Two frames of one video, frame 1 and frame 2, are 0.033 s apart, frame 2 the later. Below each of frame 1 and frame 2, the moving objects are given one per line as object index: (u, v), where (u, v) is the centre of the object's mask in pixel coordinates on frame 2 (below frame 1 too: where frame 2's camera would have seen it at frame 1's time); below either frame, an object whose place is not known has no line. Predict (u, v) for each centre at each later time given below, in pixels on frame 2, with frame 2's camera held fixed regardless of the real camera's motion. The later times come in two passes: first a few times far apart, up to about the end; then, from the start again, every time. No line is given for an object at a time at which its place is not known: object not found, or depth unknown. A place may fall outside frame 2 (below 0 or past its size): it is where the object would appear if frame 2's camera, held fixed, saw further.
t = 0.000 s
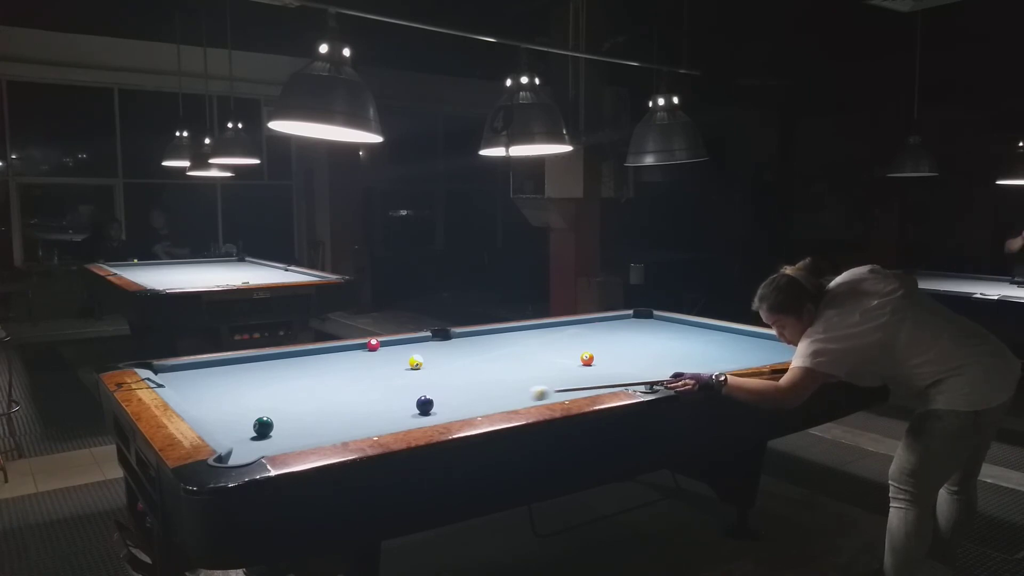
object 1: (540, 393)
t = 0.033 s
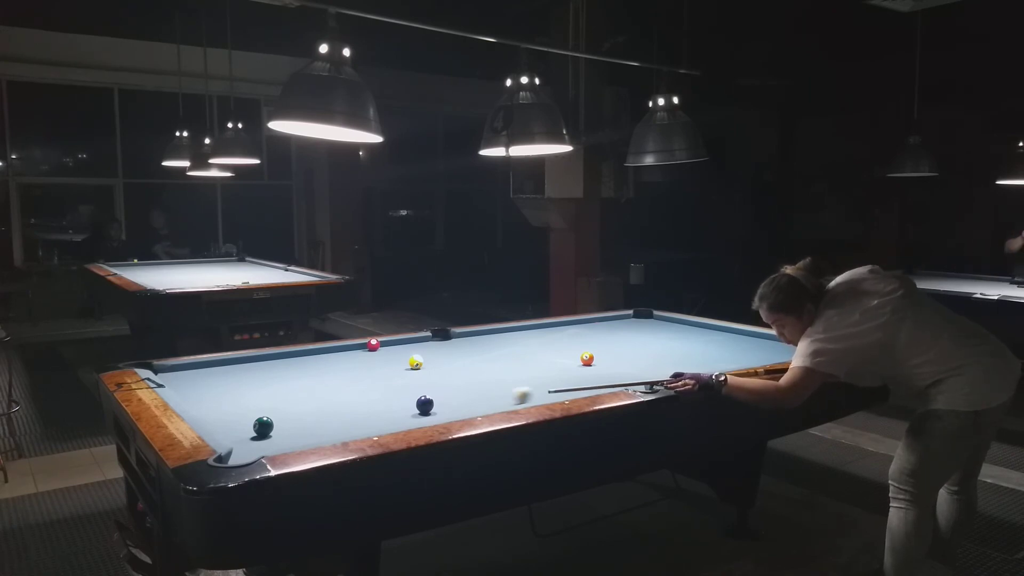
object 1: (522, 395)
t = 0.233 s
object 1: (426, 399)
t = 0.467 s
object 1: (356, 392)
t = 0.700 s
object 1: (290, 387)
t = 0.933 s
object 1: (228, 382)
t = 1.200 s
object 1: (164, 375)
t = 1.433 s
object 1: (177, 368)
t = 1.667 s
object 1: (200, 367)
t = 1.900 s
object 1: (225, 368)
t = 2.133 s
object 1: (249, 368)
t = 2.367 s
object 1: (271, 369)
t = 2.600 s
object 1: (292, 370)
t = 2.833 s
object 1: (312, 370)
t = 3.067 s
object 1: (331, 371)
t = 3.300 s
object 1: (348, 372)
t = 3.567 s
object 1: (366, 372)
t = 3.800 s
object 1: (381, 373)
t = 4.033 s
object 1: (394, 373)
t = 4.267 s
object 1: (406, 374)
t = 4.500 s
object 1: (417, 375)
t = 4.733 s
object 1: (427, 375)
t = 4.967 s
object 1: (435, 376)
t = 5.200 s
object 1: (441, 376)
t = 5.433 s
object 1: (447, 376)
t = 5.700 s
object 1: (452, 376)
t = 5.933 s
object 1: (455, 377)
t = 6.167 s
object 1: (457, 377)
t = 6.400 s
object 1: (458, 377)
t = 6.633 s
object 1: (458, 377)
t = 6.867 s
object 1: (458, 377)
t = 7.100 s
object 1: (458, 377)
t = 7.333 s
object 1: (458, 377)
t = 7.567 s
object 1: (458, 377)
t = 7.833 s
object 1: (458, 377)
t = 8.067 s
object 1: (458, 377)
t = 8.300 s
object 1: (458, 377)
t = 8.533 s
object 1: (457, 377)
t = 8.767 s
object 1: (458, 377)
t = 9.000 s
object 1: (458, 377)
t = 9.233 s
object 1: (457, 377)
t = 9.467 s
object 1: (457, 377)
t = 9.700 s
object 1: (458, 377)
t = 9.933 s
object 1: (457, 377)
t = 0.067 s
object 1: (504, 397)
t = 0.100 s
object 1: (486, 398)
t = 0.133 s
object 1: (468, 400)
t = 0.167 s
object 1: (448, 401)
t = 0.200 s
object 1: (435, 401)
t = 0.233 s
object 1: (426, 399)
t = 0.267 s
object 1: (417, 398)
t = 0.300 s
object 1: (407, 397)
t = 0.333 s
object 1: (397, 396)
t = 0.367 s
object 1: (387, 395)
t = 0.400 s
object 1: (376, 394)
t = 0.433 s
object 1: (367, 394)
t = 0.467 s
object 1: (356, 392)
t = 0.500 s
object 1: (346, 392)
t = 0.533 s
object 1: (337, 391)
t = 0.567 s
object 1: (327, 390)
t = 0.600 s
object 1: (317, 390)
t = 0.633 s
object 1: (308, 388)
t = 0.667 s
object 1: (299, 388)
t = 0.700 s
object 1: (290, 387)
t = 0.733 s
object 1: (281, 386)
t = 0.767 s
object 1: (271, 385)
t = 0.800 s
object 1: (263, 385)
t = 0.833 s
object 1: (254, 384)
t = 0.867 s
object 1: (245, 383)
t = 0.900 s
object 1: (236, 382)
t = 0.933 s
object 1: (228, 382)
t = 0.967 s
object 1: (219, 381)
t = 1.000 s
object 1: (211, 380)
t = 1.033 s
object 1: (203, 380)
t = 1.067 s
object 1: (194, 379)
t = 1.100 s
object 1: (186, 378)
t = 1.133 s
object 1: (179, 377)
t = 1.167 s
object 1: (171, 376)
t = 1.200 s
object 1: (164, 375)
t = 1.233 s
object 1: (166, 375)
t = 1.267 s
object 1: (167, 374)
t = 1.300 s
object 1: (169, 373)
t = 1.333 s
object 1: (171, 371)
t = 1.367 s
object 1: (173, 370)
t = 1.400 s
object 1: (175, 369)
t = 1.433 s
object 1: (177, 368)
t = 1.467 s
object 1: (179, 367)
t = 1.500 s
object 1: (182, 367)
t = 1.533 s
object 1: (186, 367)
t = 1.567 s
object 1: (190, 367)
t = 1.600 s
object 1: (193, 367)
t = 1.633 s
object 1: (197, 367)
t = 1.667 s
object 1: (200, 367)
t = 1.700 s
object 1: (204, 367)
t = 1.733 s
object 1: (208, 367)
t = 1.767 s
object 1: (211, 367)
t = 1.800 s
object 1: (215, 368)
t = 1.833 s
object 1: (218, 368)
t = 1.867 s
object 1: (222, 368)
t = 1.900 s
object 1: (225, 368)
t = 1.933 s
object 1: (229, 368)
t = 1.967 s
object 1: (232, 368)
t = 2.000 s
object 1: (235, 368)
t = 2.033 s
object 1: (239, 368)
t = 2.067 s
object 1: (242, 368)
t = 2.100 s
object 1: (246, 368)
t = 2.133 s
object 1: (249, 368)
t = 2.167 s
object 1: (252, 369)
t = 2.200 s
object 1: (255, 369)
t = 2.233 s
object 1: (259, 369)
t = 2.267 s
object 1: (262, 369)
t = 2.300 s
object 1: (265, 369)
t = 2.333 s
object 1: (268, 369)
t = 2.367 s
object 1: (271, 369)
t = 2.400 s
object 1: (274, 369)
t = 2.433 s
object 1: (278, 369)
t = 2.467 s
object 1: (280, 369)
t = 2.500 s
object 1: (283, 369)
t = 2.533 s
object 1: (287, 369)
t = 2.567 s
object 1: (290, 370)
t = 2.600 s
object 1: (292, 370)
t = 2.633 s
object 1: (295, 370)
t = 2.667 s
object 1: (298, 370)
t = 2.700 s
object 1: (301, 370)
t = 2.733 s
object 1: (304, 370)
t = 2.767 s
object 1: (306, 370)
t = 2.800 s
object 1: (309, 370)
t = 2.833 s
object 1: (312, 370)
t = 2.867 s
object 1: (315, 370)
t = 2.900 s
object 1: (318, 370)
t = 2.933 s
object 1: (320, 370)
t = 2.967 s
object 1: (323, 371)
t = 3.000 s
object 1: (326, 371)
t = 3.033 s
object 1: (328, 371)
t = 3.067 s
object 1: (331, 371)
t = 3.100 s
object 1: (333, 371)
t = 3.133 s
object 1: (336, 371)
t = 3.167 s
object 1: (338, 371)
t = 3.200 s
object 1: (341, 371)
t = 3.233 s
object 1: (343, 371)
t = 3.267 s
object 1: (345, 372)
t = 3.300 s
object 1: (348, 372)
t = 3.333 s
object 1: (350, 372)
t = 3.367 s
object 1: (353, 372)
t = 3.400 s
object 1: (355, 372)
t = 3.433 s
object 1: (357, 372)
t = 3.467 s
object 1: (360, 372)
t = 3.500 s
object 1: (362, 372)
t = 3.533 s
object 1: (364, 372)
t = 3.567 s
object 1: (366, 372)
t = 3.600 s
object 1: (368, 372)
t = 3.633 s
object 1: (371, 372)
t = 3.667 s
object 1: (373, 372)
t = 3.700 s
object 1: (375, 373)
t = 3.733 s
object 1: (376, 373)
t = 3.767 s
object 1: (379, 373)
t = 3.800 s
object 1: (381, 373)
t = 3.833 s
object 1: (383, 373)
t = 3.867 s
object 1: (384, 373)
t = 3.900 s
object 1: (387, 373)
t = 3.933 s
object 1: (388, 373)
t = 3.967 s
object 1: (390, 373)
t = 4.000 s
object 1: (392, 373)
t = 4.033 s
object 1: (394, 373)
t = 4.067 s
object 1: (396, 374)
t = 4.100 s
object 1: (397, 374)
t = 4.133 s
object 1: (399, 374)
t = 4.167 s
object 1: (401, 374)
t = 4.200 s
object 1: (403, 374)
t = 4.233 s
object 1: (404, 374)
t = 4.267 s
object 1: (406, 374)
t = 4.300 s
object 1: (408, 374)
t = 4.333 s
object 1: (409, 374)
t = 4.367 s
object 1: (411, 375)
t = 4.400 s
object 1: (412, 375)
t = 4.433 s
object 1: (414, 375)
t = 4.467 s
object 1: (415, 375)
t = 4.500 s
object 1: (417, 375)
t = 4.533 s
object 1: (418, 375)
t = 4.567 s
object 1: (420, 375)
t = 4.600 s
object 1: (421, 375)
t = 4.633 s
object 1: (422, 375)
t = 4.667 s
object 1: (424, 375)
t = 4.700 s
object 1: (425, 375)
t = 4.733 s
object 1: (427, 375)
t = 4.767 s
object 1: (428, 375)
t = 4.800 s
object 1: (429, 375)
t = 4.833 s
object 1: (430, 376)
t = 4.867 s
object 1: (431, 376)
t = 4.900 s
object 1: (432, 376)
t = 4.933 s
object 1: (434, 376)
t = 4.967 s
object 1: (435, 376)
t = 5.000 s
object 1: (436, 376)
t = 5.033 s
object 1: (437, 376)
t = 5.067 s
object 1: (438, 376)
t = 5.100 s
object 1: (439, 376)
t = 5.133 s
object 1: (440, 376)
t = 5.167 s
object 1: (441, 376)
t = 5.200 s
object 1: (441, 376)
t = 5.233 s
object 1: (442, 376)
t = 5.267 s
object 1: (443, 376)
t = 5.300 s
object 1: (444, 376)
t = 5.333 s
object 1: (445, 376)
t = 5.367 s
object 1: (445, 376)
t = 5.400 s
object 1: (446, 376)
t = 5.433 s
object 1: (447, 376)
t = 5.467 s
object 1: (448, 376)
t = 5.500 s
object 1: (448, 376)
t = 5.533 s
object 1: (449, 376)
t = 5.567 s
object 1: (450, 376)
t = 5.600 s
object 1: (450, 376)
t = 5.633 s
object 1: (451, 376)
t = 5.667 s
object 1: (452, 376)
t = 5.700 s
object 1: (452, 376)
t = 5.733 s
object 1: (453, 376)
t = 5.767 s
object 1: (453, 377)
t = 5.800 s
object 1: (453, 376)
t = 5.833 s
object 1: (454, 377)
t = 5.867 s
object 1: (454, 377)
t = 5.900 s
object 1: (455, 377)
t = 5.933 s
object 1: (455, 377)
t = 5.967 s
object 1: (456, 377)
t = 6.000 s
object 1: (456, 377)
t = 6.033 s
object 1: (456, 377)
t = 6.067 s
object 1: (457, 377)
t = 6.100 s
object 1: (457, 377)
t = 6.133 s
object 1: (457, 377)
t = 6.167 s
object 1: (457, 377)
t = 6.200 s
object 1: (457, 377)
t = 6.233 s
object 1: (457, 377)
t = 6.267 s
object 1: (458, 377)
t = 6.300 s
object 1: (458, 377)
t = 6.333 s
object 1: (458, 377)
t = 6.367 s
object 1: (458, 377)
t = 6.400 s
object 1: (458, 377)
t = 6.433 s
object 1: (458, 377)
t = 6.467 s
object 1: (458, 377)
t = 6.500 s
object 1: (458, 377)
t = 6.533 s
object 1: (458, 377)
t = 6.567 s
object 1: (458, 377)
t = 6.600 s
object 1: (458, 377)
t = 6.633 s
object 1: (458, 377)
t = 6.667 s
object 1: (458, 377)
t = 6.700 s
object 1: (458, 377)
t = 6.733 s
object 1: (458, 377)
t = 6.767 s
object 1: (458, 377)
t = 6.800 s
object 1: (458, 377)
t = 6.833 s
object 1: (458, 377)
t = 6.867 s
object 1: (458, 377)
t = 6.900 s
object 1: (458, 377)
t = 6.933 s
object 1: (458, 377)
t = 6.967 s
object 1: (458, 377)
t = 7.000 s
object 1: (458, 377)
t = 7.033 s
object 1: (458, 377)
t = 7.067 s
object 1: (458, 377)
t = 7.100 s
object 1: (458, 377)
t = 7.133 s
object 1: (458, 377)
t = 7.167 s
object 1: (458, 377)
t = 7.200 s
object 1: (458, 377)
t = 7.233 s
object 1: (458, 377)
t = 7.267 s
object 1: (458, 377)
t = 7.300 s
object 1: (458, 377)
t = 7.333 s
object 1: (458, 377)
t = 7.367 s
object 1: (458, 377)
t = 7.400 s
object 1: (458, 377)
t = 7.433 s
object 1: (458, 377)
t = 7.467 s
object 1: (458, 377)
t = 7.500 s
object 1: (458, 377)
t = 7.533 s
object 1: (458, 377)
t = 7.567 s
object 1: (458, 377)
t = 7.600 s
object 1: (458, 377)
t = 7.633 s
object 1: (458, 377)
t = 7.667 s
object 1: (458, 377)
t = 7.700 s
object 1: (458, 377)
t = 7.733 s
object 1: (458, 377)
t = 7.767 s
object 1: (458, 377)
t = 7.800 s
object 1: (458, 377)
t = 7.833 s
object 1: (458, 377)
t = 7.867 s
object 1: (458, 377)
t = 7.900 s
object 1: (458, 377)
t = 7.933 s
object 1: (458, 377)
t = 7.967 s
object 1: (458, 377)
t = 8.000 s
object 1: (458, 377)
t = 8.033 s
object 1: (458, 377)
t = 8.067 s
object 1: (458, 377)
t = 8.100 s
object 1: (458, 377)
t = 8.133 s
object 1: (458, 377)
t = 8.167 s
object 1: (458, 377)
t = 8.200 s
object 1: (458, 377)
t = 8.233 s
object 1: (458, 377)
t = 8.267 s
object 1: (458, 377)
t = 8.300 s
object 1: (458, 377)
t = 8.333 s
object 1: (457, 377)
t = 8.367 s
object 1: (458, 377)
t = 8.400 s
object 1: (457, 377)
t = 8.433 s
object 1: (458, 377)
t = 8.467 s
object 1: (457, 377)
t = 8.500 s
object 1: (458, 377)
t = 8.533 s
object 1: (457, 377)
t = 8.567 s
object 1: (457, 377)
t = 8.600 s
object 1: (457, 377)
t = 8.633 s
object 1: (458, 377)
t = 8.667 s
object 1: (457, 377)
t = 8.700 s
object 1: (457, 377)
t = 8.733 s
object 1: (457, 377)
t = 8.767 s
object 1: (458, 377)
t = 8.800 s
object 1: (457, 377)
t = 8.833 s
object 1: (457, 377)
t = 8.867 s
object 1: (458, 377)
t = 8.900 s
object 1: (458, 377)
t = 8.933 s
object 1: (457, 377)
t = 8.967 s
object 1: (457, 377)
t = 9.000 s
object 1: (458, 377)
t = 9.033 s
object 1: (458, 377)
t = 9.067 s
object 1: (458, 377)
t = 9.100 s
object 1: (458, 377)
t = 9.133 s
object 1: (458, 377)
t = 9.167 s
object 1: (457, 377)
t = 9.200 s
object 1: (458, 377)
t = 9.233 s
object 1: (457, 377)
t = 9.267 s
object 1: (458, 377)
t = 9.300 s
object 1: (457, 377)
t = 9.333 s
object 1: (457, 377)
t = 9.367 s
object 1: (458, 377)
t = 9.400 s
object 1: (458, 377)
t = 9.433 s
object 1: (457, 377)
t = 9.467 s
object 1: (457, 377)
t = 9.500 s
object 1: (457, 377)
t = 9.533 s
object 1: (457, 377)
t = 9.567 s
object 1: (458, 377)
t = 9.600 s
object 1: (458, 377)
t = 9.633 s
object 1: (458, 377)
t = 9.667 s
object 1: (457, 377)
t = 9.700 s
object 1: (458, 377)
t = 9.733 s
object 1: (457, 377)
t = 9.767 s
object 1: (458, 377)
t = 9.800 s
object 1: (458, 377)
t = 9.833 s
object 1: (458, 377)
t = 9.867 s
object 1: (457, 377)
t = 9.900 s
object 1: (458, 377)
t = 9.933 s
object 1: (457, 377)
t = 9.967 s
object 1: (458, 377)
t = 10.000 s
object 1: (457, 377)
